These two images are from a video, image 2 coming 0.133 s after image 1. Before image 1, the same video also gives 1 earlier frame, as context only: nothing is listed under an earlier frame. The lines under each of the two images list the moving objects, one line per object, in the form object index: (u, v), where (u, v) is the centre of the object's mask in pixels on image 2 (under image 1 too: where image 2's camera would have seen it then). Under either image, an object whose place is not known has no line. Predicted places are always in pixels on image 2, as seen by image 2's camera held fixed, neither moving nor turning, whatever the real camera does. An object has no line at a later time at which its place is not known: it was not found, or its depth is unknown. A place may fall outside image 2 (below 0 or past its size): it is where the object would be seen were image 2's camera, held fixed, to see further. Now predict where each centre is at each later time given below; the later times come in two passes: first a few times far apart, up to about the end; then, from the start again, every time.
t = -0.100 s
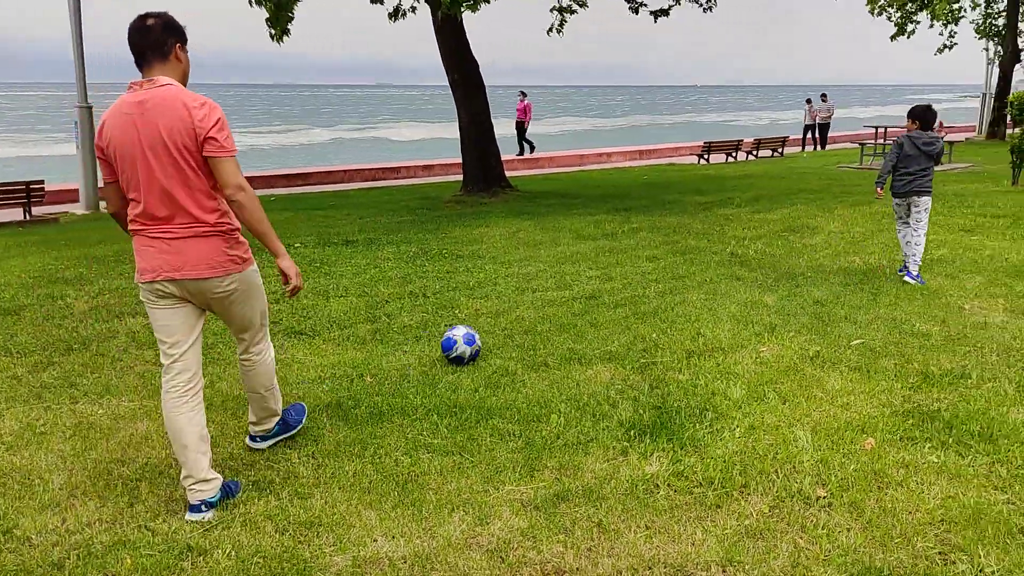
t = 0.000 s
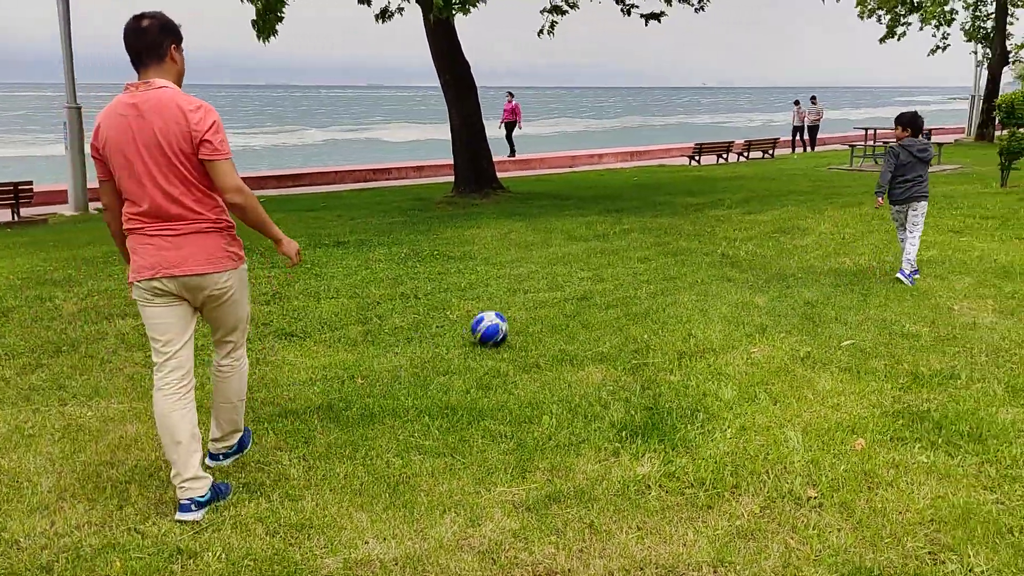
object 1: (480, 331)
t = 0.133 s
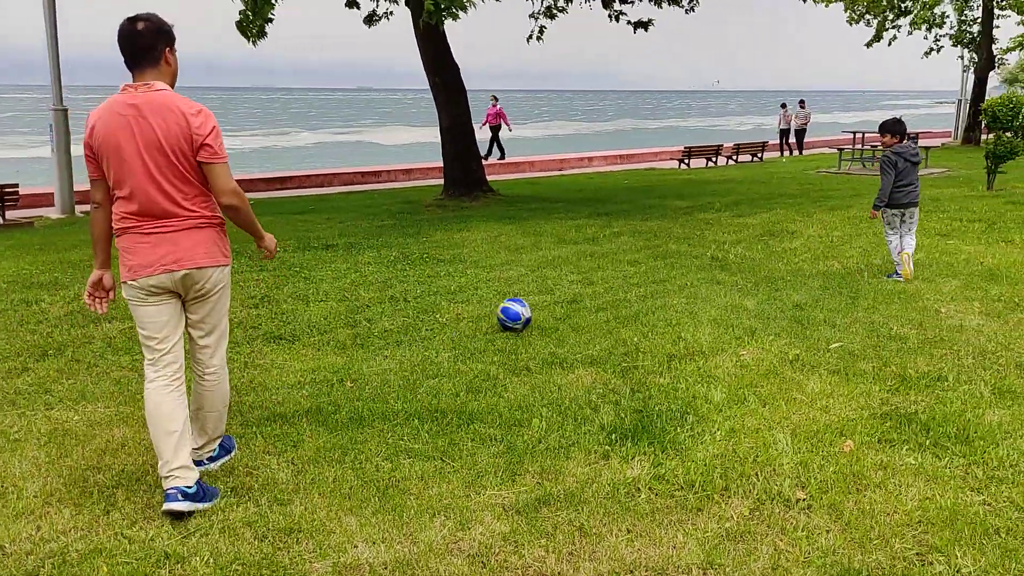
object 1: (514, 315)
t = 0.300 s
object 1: (547, 299)
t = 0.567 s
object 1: (585, 285)
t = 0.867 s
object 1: (615, 271)
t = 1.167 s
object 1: (641, 265)
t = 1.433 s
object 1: (658, 259)
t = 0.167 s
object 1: (521, 313)
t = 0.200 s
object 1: (529, 310)
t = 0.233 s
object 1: (535, 308)
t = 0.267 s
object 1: (541, 303)
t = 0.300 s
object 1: (547, 299)
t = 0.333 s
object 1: (553, 296)
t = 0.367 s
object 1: (558, 296)
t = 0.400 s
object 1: (562, 295)
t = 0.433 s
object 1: (567, 294)
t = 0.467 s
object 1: (571, 292)
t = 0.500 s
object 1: (576, 290)
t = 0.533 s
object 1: (580, 288)
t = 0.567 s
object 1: (585, 285)
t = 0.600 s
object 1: (589, 281)
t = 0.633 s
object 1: (593, 280)
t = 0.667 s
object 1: (597, 279)
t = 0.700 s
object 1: (601, 280)
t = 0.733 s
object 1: (604, 279)
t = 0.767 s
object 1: (607, 278)
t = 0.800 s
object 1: (609, 275)
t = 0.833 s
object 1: (612, 273)
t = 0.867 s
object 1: (615, 271)
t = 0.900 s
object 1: (618, 271)
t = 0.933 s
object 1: (621, 270)
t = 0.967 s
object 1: (623, 270)
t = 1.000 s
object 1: (626, 269)
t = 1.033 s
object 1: (629, 268)
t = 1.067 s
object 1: (632, 266)
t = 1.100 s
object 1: (634, 266)
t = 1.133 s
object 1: (638, 265)
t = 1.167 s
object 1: (641, 265)
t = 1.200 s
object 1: (643, 264)
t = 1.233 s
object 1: (645, 262)
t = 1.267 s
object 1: (647, 261)
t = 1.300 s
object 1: (649, 261)
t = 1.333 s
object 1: (651, 261)
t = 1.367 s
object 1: (653, 261)
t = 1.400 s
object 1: (655, 260)
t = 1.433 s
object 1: (658, 259)
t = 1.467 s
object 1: (660, 258)
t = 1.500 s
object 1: (662, 258)
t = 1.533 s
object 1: (664, 257)
